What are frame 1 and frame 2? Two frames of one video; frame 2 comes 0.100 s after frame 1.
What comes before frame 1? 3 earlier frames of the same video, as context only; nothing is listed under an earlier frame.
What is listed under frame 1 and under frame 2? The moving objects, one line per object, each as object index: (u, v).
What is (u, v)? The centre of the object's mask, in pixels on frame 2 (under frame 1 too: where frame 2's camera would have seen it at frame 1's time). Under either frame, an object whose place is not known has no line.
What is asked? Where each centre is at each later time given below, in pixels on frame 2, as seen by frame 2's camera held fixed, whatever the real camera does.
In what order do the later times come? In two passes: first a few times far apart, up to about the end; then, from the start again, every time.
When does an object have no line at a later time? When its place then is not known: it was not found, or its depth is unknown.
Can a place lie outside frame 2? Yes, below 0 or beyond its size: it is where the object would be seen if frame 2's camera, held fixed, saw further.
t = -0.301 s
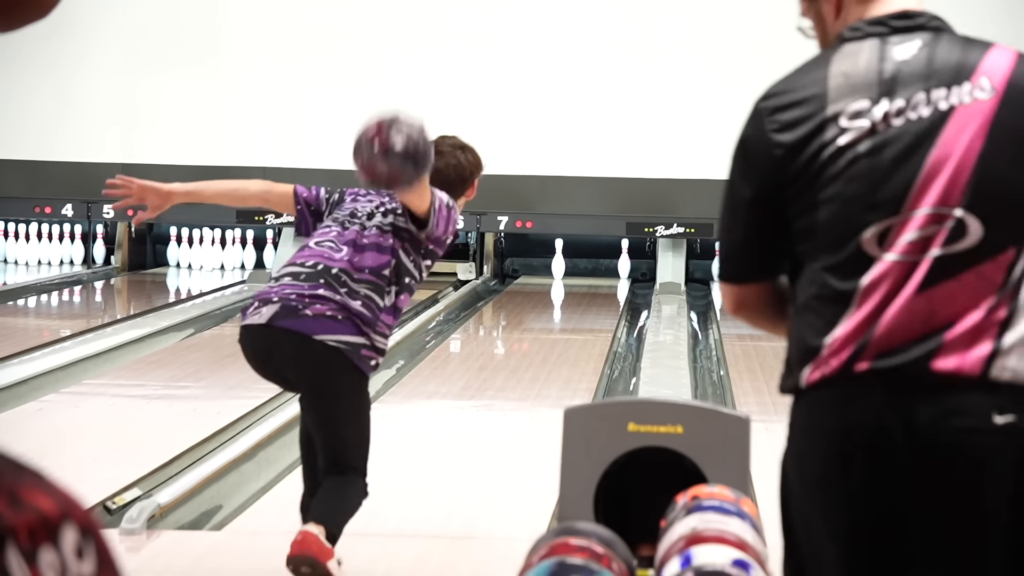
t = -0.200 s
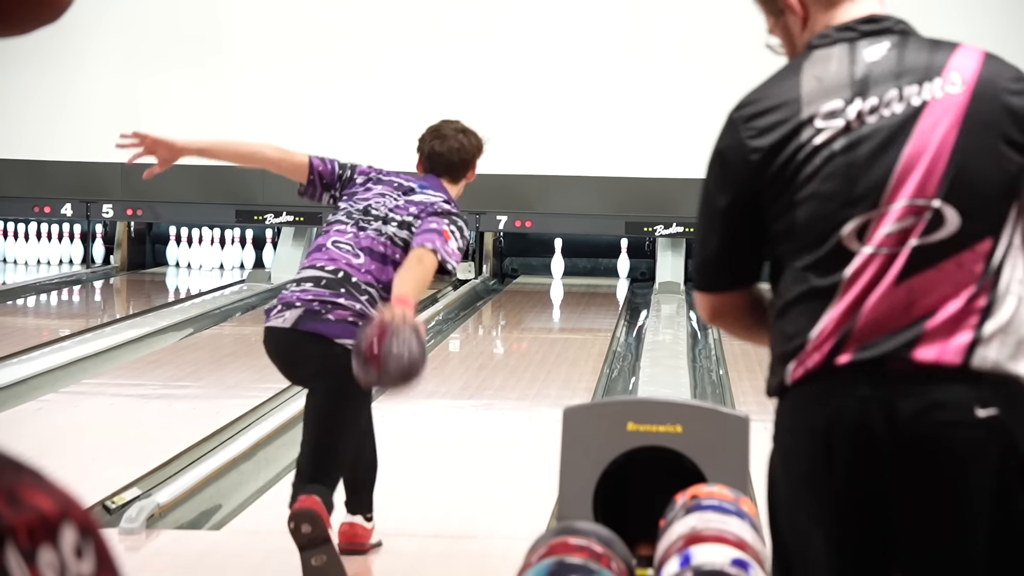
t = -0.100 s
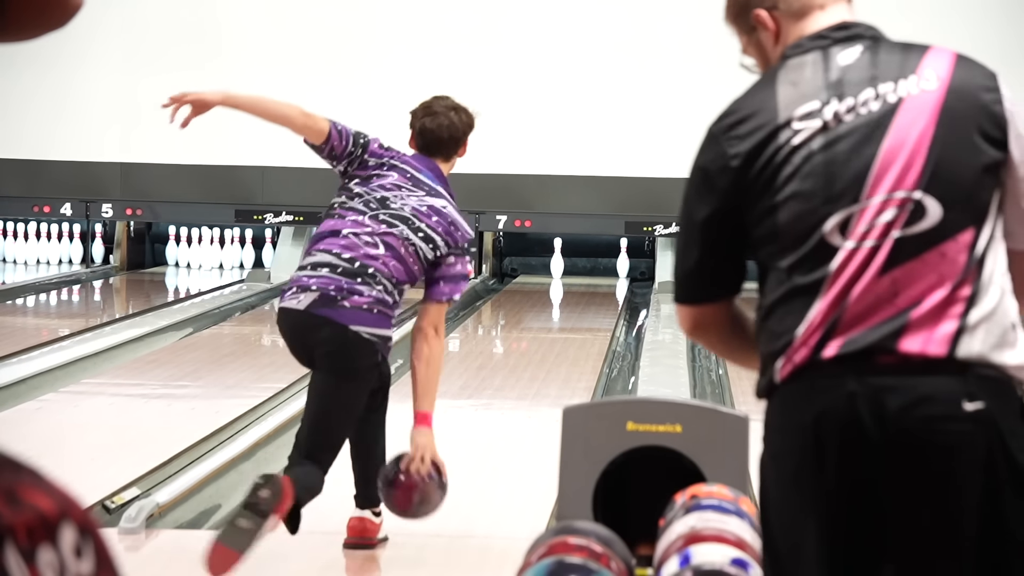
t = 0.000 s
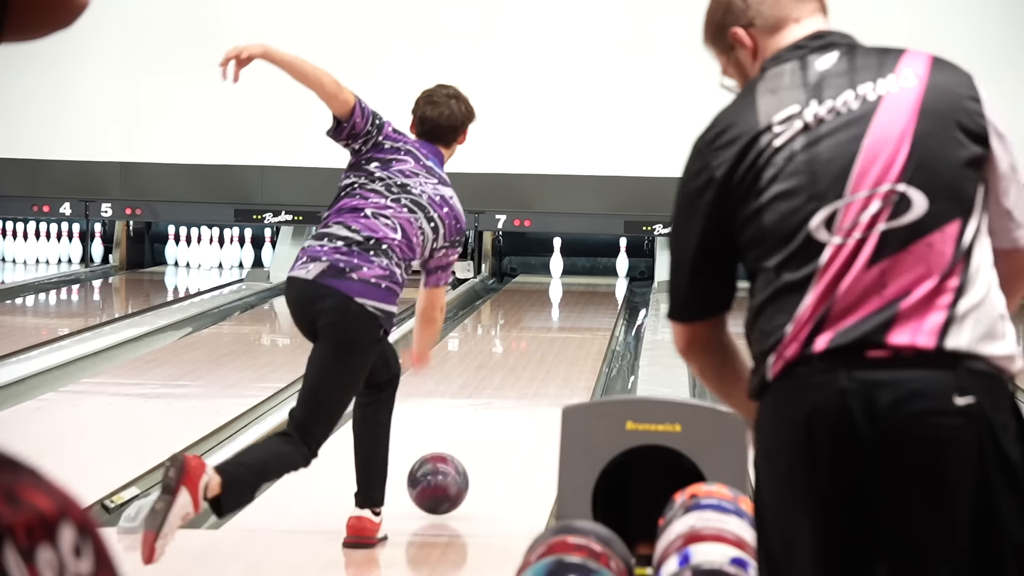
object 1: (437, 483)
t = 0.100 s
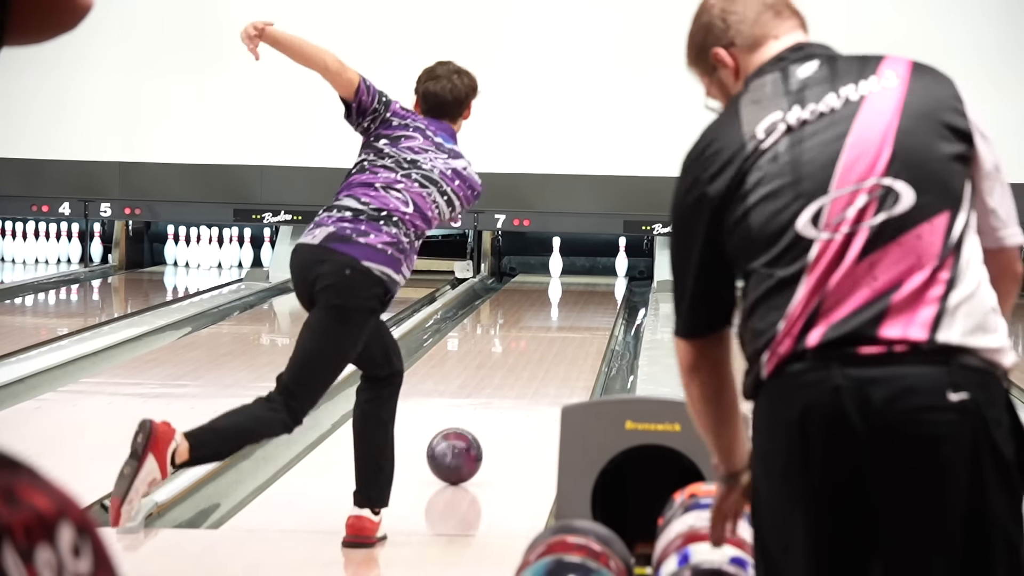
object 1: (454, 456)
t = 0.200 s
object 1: (469, 430)
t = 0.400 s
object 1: (491, 389)
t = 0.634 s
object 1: (509, 354)
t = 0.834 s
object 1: (520, 329)
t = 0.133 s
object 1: (460, 446)
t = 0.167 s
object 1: (464, 438)
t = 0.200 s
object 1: (469, 430)
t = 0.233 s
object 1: (473, 422)
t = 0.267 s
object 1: (477, 415)
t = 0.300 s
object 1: (481, 408)
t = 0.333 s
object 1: (484, 401)
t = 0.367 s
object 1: (488, 395)
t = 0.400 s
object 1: (491, 389)
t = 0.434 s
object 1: (494, 383)
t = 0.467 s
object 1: (497, 378)
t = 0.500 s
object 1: (499, 372)
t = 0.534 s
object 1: (502, 367)
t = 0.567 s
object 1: (504, 363)
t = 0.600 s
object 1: (506, 358)
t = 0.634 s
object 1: (509, 354)
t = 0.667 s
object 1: (511, 349)
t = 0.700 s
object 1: (512, 345)
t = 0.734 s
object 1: (516, 341)
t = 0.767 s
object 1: (516, 337)
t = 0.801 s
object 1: (518, 333)
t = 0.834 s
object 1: (520, 329)
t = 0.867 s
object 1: (522, 325)
